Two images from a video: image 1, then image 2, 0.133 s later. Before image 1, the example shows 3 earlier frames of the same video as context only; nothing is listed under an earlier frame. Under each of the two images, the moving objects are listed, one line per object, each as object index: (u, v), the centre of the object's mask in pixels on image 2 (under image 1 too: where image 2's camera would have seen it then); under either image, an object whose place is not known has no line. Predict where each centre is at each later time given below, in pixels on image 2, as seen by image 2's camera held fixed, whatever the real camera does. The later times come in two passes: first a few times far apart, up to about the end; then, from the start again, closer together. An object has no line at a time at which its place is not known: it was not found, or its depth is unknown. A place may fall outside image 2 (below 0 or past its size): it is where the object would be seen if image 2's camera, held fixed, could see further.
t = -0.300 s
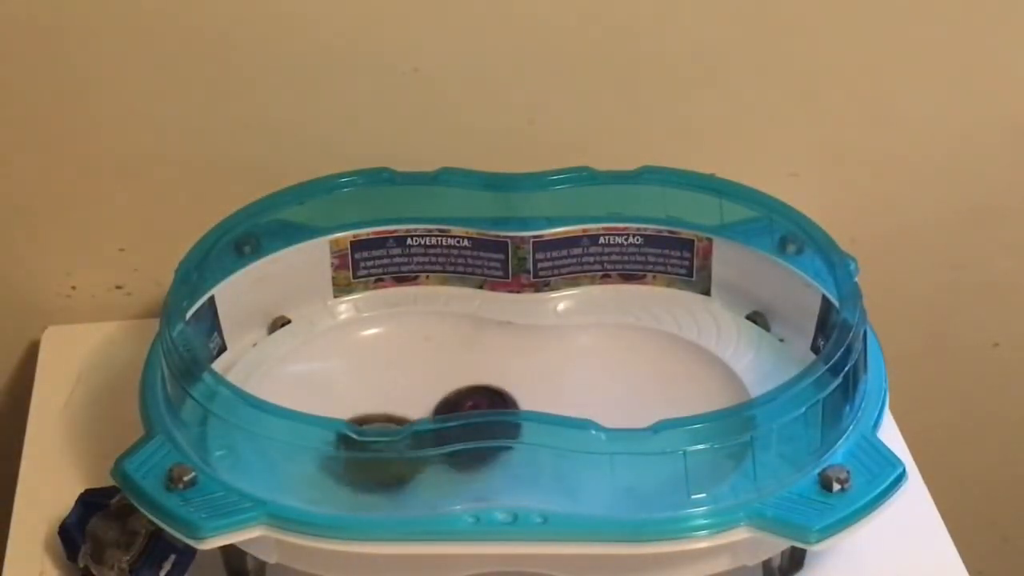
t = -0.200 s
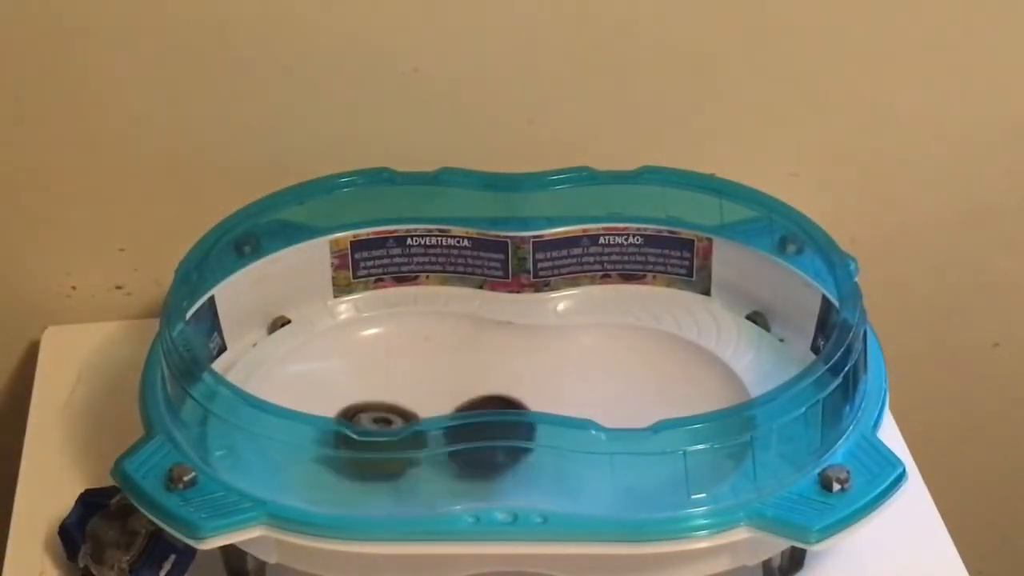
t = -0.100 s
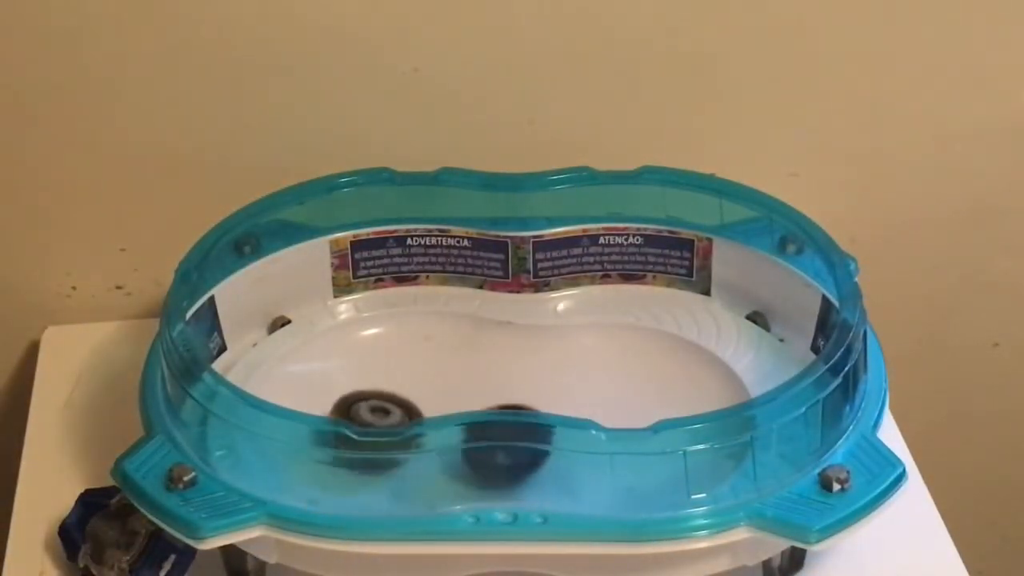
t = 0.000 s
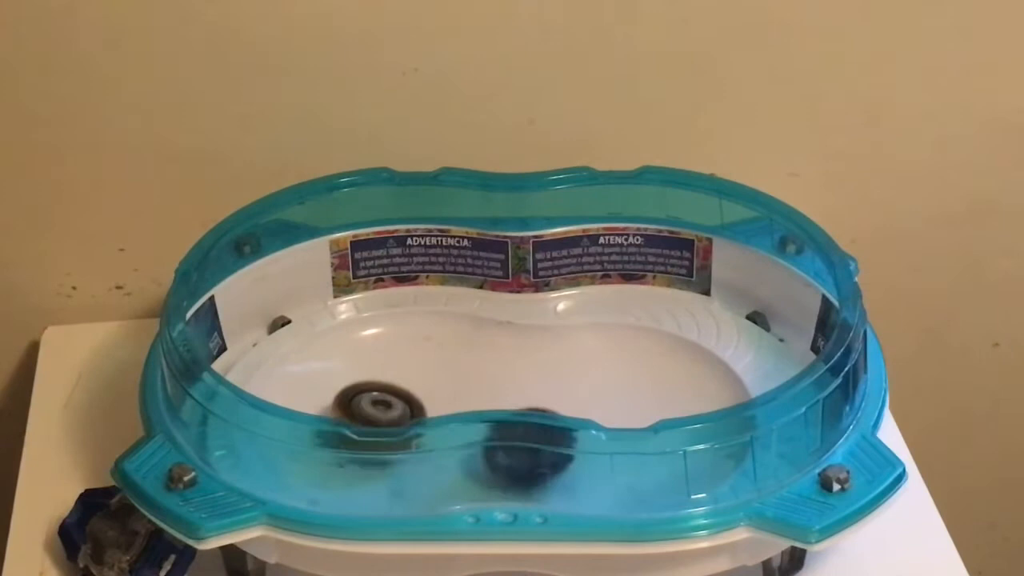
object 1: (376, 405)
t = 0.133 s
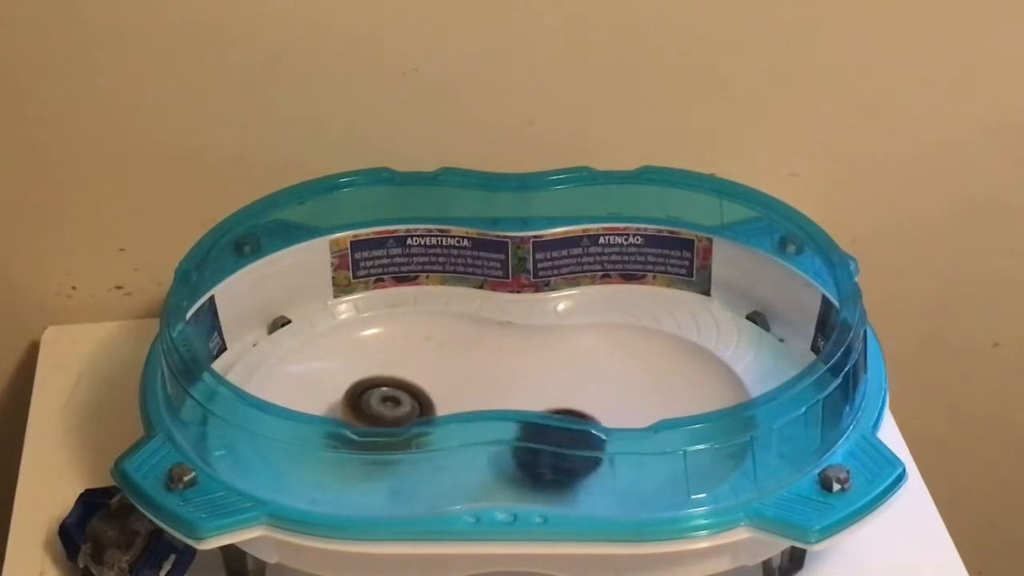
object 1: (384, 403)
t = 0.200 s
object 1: (390, 402)
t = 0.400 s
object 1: (409, 399)
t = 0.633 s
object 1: (434, 398)
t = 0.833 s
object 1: (451, 401)
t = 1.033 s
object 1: (477, 406)
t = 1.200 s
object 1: (505, 409)
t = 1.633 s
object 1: (428, 416)
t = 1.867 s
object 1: (382, 417)
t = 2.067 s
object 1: (365, 416)
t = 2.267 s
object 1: (370, 413)
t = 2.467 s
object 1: (389, 407)
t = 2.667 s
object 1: (407, 400)
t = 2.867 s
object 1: (315, 330)
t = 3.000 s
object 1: (283, 320)
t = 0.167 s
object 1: (388, 402)
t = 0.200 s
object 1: (390, 402)
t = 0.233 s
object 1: (392, 402)
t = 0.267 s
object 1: (395, 402)
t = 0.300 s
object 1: (399, 401)
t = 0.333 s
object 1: (401, 401)
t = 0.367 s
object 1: (406, 400)
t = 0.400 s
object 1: (409, 399)
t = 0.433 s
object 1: (411, 400)
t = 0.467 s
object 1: (416, 399)
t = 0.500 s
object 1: (419, 399)
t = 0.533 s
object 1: (423, 399)
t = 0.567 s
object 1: (427, 398)
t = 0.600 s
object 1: (431, 398)
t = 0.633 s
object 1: (434, 398)
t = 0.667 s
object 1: (436, 398)
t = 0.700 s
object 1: (439, 398)
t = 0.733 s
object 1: (442, 399)
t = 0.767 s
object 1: (445, 400)
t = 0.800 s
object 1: (448, 400)
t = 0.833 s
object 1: (451, 401)
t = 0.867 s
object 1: (456, 402)
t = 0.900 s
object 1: (459, 403)
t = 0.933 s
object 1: (464, 403)
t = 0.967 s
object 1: (468, 404)
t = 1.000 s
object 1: (473, 405)
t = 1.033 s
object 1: (477, 406)
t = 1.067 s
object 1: (483, 406)
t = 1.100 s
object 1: (489, 407)
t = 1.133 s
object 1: (495, 407)
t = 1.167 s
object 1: (500, 408)
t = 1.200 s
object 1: (505, 409)
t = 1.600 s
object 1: (439, 414)
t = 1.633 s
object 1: (428, 416)
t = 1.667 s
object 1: (420, 416)
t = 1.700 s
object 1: (412, 417)
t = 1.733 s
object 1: (405, 416)
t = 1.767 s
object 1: (398, 417)
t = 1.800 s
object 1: (392, 417)
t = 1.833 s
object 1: (387, 417)
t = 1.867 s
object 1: (382, 417)
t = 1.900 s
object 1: (376, 418)
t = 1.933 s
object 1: (374, 417)
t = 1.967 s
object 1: (370, 417)
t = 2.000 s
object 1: (367, 417)
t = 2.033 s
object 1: (366, 416)
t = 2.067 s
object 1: (365, 416)
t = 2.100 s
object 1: (364, 416)
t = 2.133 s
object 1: (364, 416)
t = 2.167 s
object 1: (365, 415)
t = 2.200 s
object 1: (365, 415)
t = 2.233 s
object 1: (367, 414)
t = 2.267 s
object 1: (370, 413)
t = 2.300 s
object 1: (372, 413)
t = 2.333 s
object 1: (375, 412)
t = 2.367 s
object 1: (378, 411)
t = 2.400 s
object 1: (382, 409)
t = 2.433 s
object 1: (386, 408)
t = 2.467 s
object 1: (389, 407)
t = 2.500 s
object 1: (392, 406)
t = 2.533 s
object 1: (396, 404)
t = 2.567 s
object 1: (397, 404)
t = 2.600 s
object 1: (402, 402)
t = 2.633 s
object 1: (405, 401)
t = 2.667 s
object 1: (407, 400)
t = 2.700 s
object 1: (409, 399)
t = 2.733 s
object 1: (413, 397)
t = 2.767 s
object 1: (414, 398)
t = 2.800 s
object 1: (399, 395)
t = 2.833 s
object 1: (348, 367)
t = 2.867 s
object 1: (315, 330)
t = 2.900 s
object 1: (297, 298)
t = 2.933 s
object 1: (280, 286)
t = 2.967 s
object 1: (281, 300)
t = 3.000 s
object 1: (283, 320)
